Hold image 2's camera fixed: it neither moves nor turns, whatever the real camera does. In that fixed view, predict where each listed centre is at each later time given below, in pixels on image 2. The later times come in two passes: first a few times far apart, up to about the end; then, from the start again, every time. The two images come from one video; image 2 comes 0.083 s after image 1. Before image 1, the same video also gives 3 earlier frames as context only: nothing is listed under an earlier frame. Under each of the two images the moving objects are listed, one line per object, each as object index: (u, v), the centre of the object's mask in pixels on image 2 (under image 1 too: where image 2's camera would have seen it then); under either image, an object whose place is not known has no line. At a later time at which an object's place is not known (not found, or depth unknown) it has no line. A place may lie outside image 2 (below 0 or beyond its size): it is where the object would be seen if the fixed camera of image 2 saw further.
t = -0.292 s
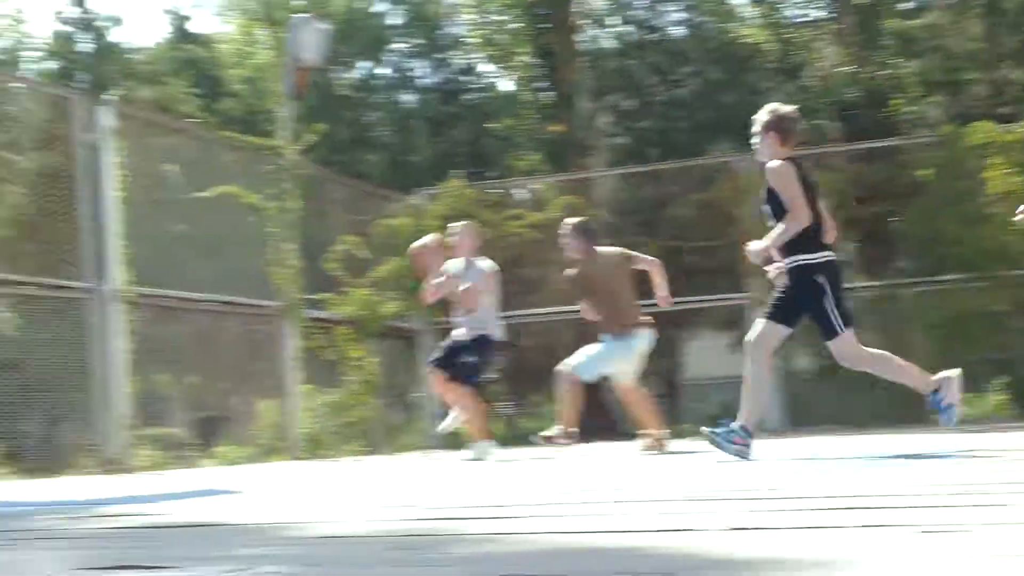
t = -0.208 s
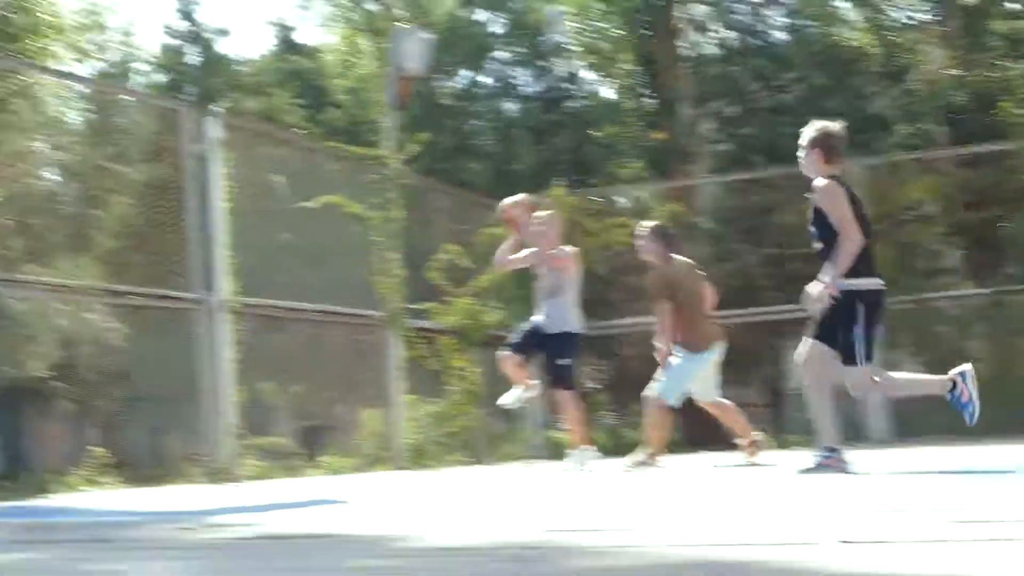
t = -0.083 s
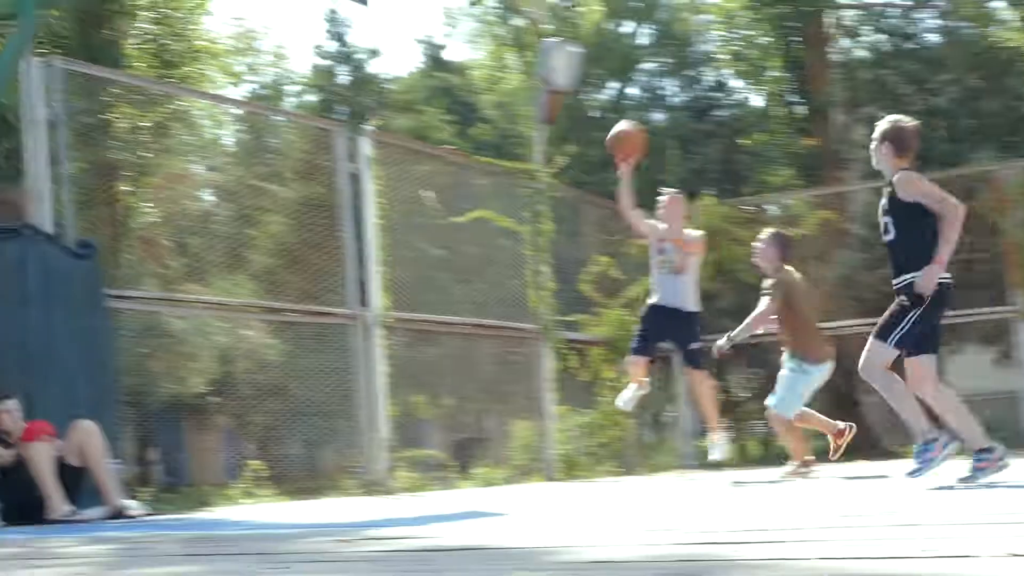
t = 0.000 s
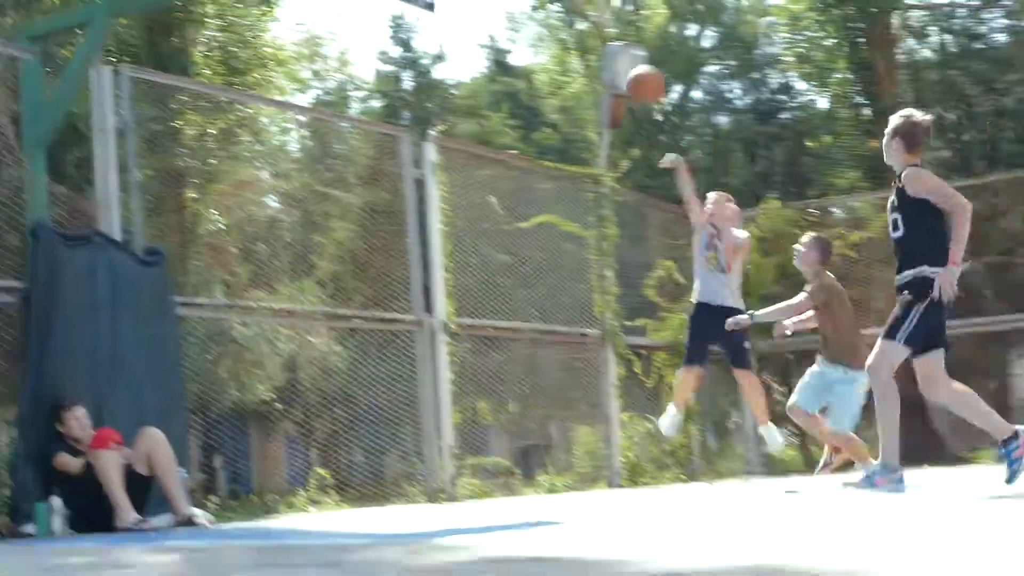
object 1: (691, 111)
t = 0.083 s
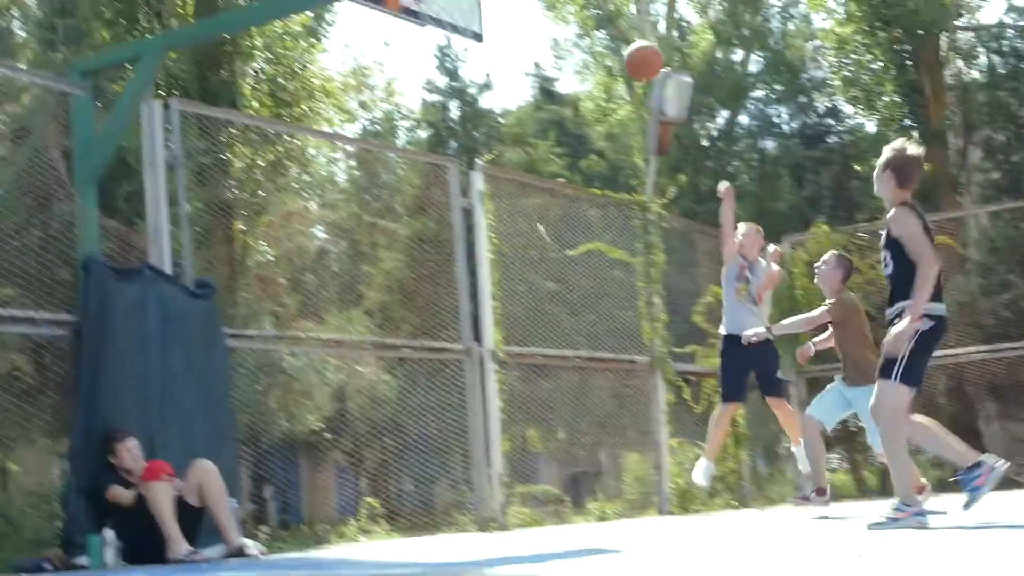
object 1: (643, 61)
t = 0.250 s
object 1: (548, -18)
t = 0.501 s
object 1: (478, -55)
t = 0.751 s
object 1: (464, -11)
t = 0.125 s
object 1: (620, 36)
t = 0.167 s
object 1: (597, 16)
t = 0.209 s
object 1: (572, -4)
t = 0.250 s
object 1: (548, -18)
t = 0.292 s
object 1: (523, -29)
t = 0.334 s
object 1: (500, -40)
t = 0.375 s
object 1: (477, -50)
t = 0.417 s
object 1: (477, -53)
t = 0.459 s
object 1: (477, -55)
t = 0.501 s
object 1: (478, -55)
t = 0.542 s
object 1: (478, -49)
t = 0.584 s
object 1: (478, -41)
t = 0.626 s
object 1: (473, -38)
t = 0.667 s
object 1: (470, -33)
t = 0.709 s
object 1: (468, -25)
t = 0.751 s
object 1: (464, -11)
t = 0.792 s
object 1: (462, 6)
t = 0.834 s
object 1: (459, 26)
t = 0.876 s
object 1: (458, 49)
